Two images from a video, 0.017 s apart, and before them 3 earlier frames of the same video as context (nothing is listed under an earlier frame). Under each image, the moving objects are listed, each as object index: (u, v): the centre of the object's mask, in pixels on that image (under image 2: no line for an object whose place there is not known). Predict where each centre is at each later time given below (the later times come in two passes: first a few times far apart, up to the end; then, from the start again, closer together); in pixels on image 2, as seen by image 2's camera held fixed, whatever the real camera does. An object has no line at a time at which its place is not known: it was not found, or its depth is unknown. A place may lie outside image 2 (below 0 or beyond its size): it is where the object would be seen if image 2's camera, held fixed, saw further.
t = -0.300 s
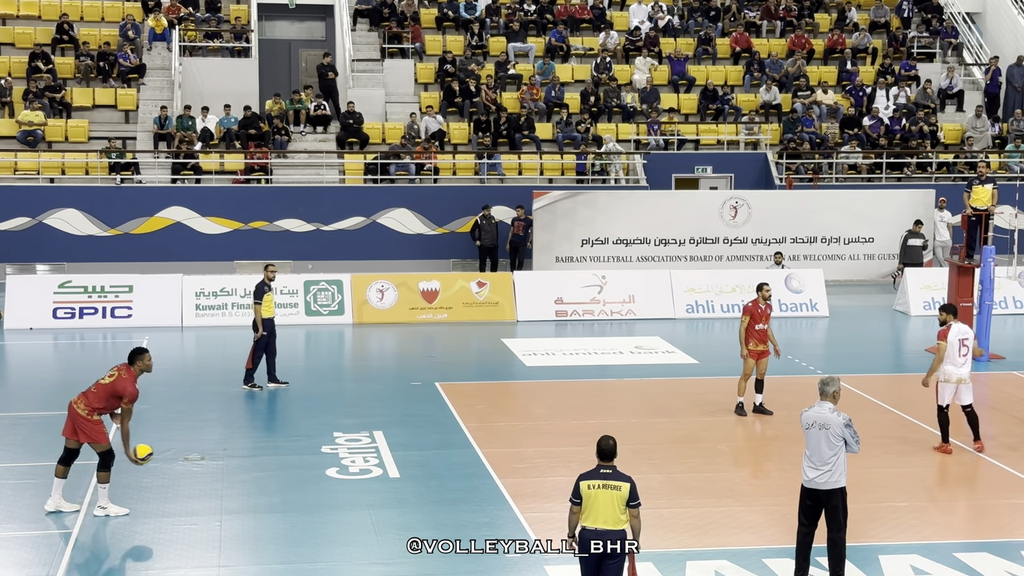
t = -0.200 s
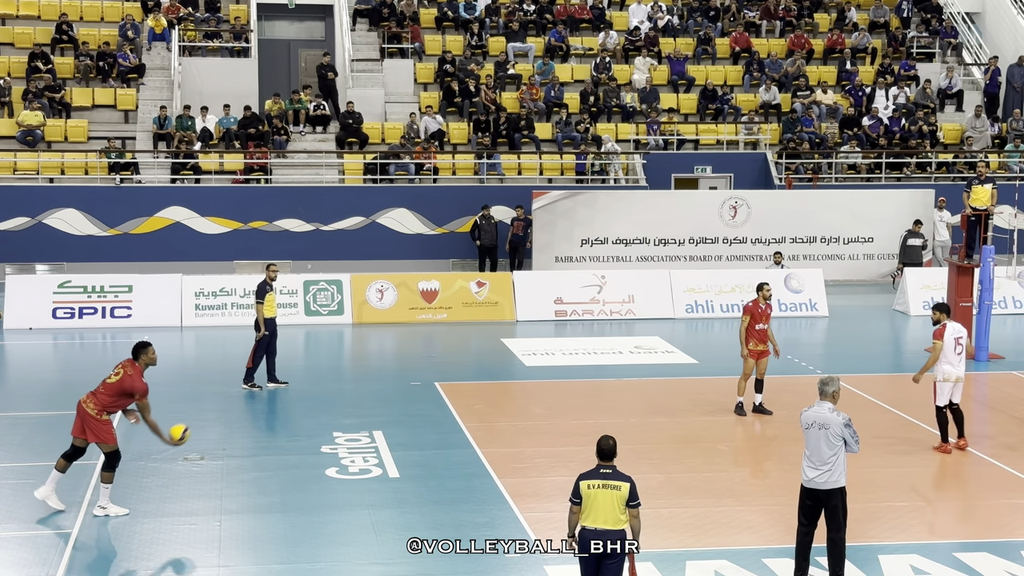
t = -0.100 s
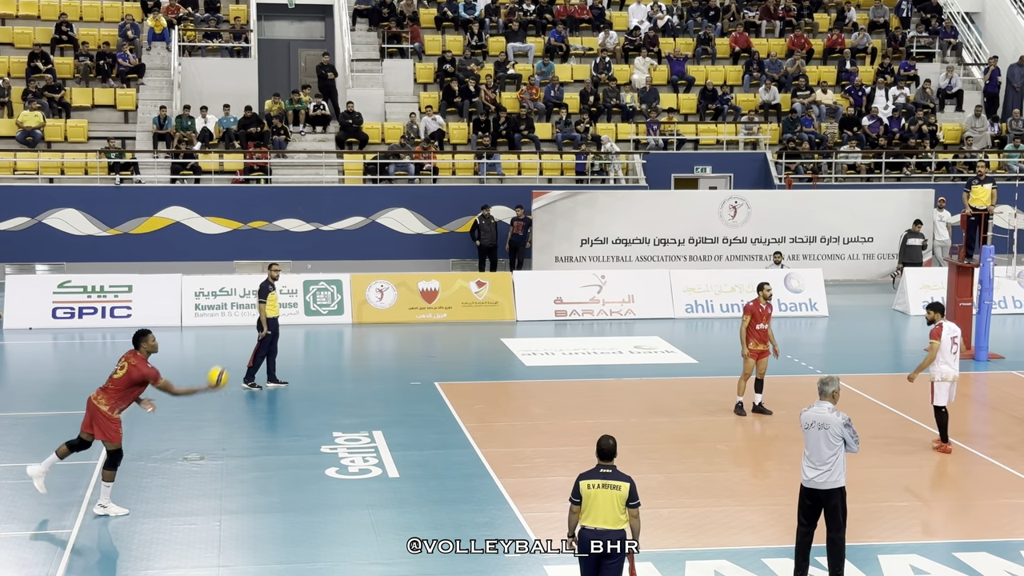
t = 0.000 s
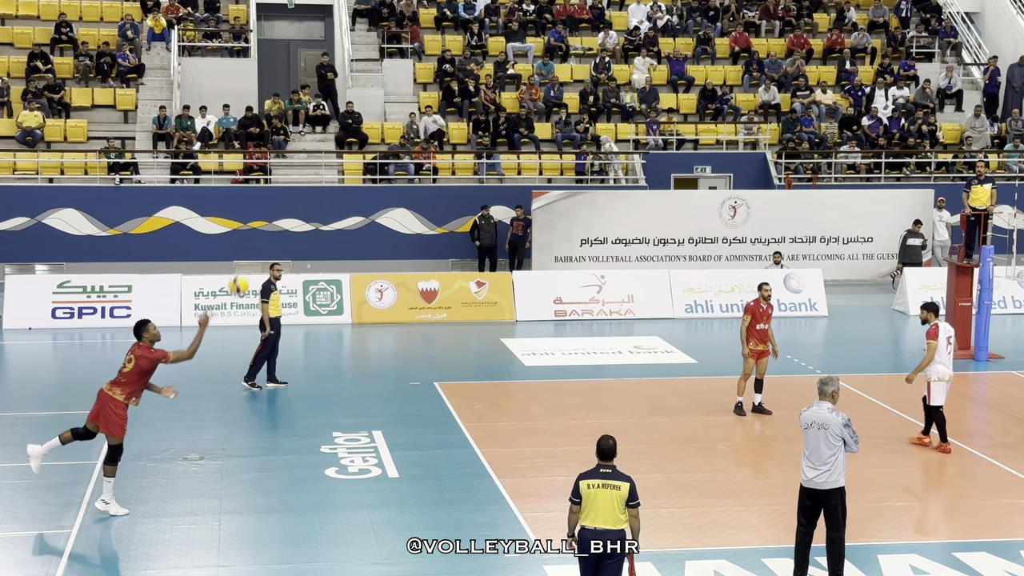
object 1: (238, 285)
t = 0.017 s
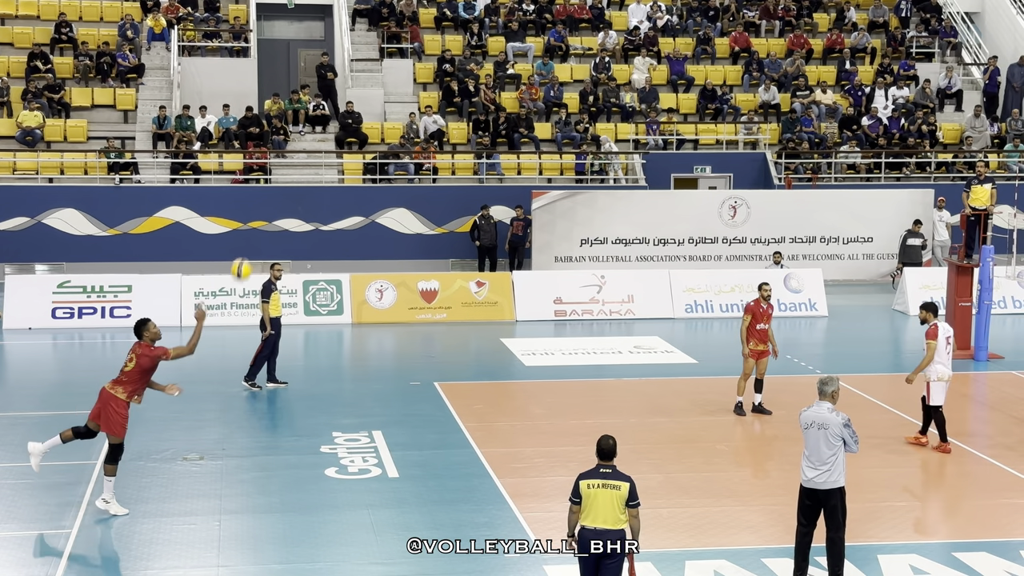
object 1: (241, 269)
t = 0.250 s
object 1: (282, 92)
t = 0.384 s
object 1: (308, 16)
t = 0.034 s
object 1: (244, 255)
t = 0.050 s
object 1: (247, 241)
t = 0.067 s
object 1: (249, 227)
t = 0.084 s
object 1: (253, 213)
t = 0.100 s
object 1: (255, 200)
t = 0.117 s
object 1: (258, 187)
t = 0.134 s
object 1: (261, 174)
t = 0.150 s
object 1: (257, 158)
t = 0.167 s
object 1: (265, 150)
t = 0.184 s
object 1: (266, 143)
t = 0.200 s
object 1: (273, 126)
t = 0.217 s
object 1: (276, 114)
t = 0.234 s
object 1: (279, 103)
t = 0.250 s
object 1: (282, 92)
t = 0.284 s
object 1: (289, 71)
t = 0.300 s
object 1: (292, 62)
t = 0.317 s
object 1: (295, 52)
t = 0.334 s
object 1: (298, 42)
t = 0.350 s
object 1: (301, 34)
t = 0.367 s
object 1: (304, 24)
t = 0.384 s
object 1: (308, 16)
